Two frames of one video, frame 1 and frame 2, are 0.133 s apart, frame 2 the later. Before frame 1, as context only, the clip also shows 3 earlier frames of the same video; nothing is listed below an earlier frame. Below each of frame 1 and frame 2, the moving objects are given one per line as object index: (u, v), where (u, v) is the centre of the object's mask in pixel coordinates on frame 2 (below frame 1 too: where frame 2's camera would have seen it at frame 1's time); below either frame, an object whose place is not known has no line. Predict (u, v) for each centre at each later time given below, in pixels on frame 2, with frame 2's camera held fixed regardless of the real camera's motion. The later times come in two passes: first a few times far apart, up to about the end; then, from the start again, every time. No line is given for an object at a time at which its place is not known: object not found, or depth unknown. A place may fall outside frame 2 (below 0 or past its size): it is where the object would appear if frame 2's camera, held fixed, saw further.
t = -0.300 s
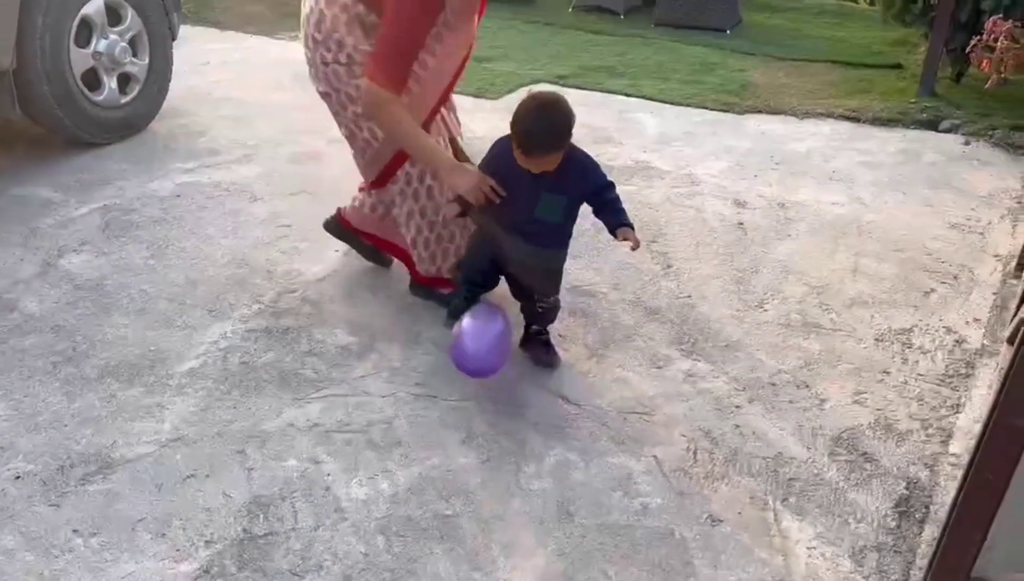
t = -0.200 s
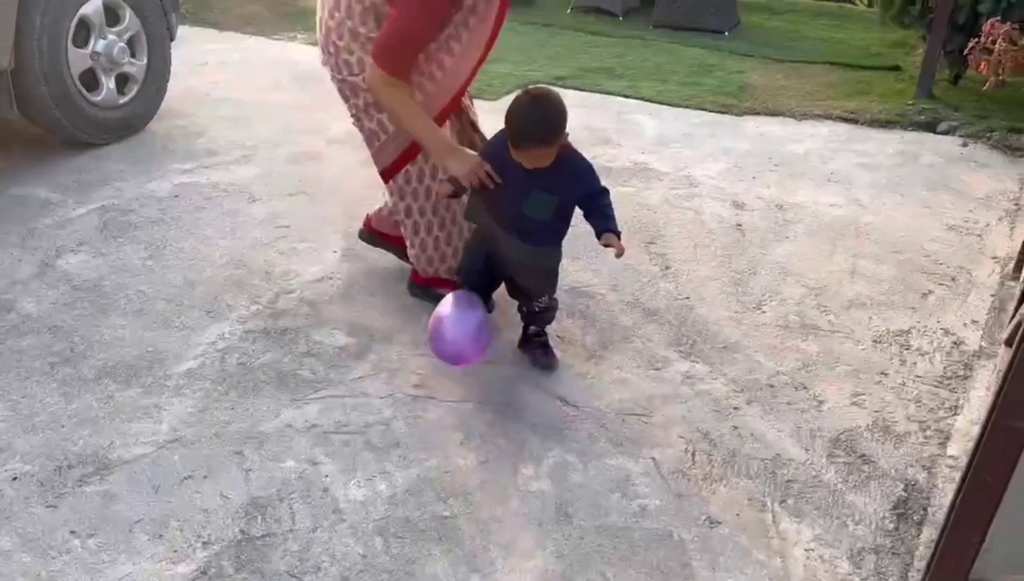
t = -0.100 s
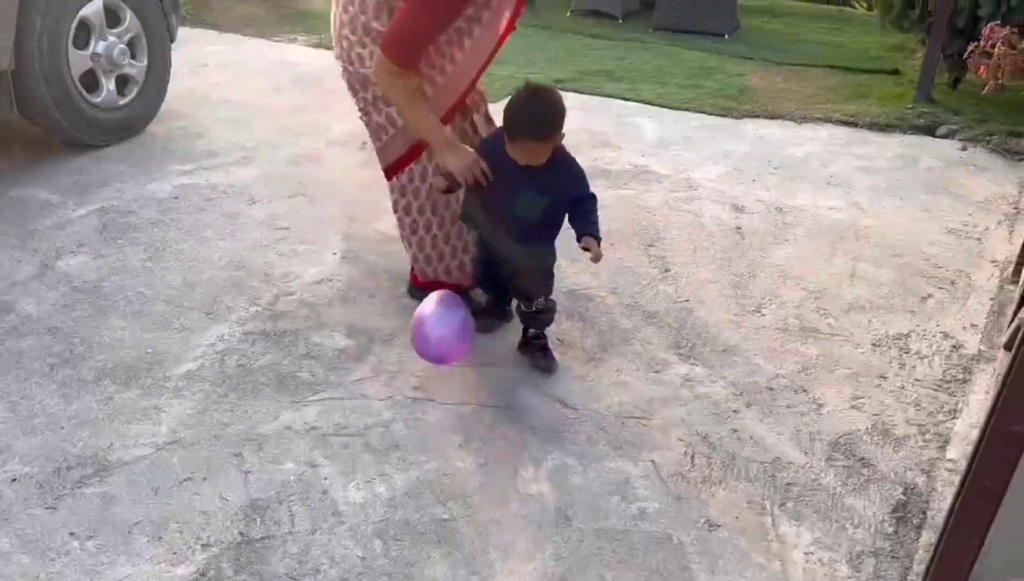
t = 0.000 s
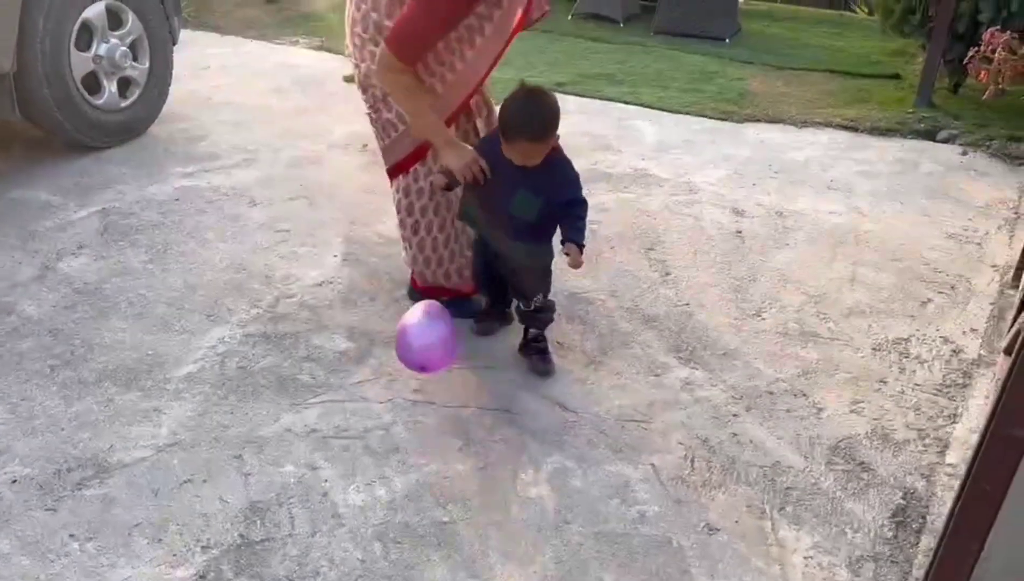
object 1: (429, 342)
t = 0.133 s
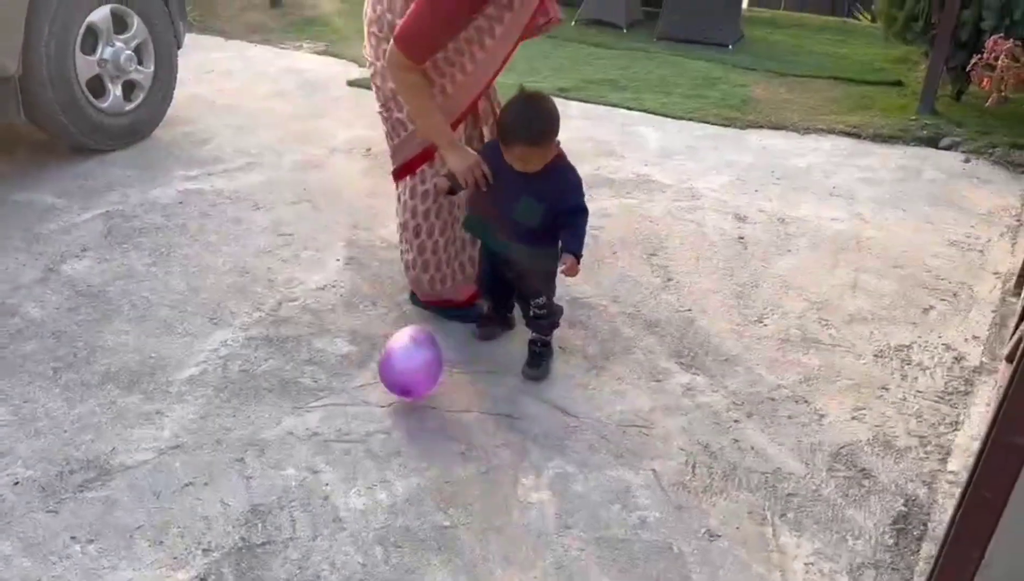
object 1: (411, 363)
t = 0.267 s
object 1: (398, 355)
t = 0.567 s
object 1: (373, 352)
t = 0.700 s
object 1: (370, 357)
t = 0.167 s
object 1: (408, 371)
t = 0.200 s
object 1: (405, 367)
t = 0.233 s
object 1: (401, 360)
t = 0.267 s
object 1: (398, 355)
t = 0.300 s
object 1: (395, 350)
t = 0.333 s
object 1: (391, 347)
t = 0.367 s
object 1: (388, 345)
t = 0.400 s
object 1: (384, 344)
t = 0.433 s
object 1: (382, 345)
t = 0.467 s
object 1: (380, 345)
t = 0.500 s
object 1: (377, 346)
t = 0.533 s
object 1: (375, 349)
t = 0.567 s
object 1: (373, 352)
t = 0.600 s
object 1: (372, 357)
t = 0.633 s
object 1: (371, 362)
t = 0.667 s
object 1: (370, 363)
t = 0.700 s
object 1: (370, 357)
